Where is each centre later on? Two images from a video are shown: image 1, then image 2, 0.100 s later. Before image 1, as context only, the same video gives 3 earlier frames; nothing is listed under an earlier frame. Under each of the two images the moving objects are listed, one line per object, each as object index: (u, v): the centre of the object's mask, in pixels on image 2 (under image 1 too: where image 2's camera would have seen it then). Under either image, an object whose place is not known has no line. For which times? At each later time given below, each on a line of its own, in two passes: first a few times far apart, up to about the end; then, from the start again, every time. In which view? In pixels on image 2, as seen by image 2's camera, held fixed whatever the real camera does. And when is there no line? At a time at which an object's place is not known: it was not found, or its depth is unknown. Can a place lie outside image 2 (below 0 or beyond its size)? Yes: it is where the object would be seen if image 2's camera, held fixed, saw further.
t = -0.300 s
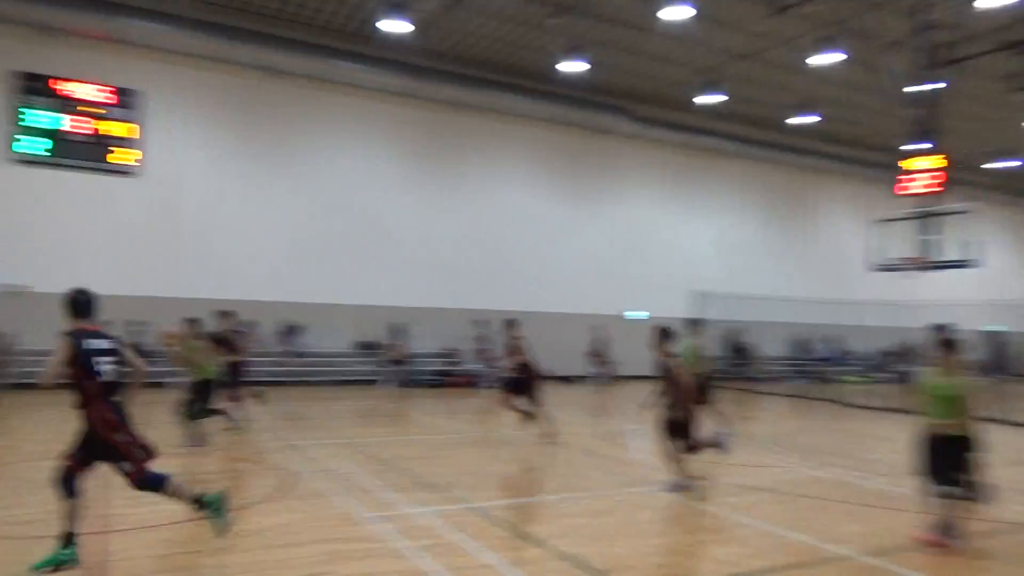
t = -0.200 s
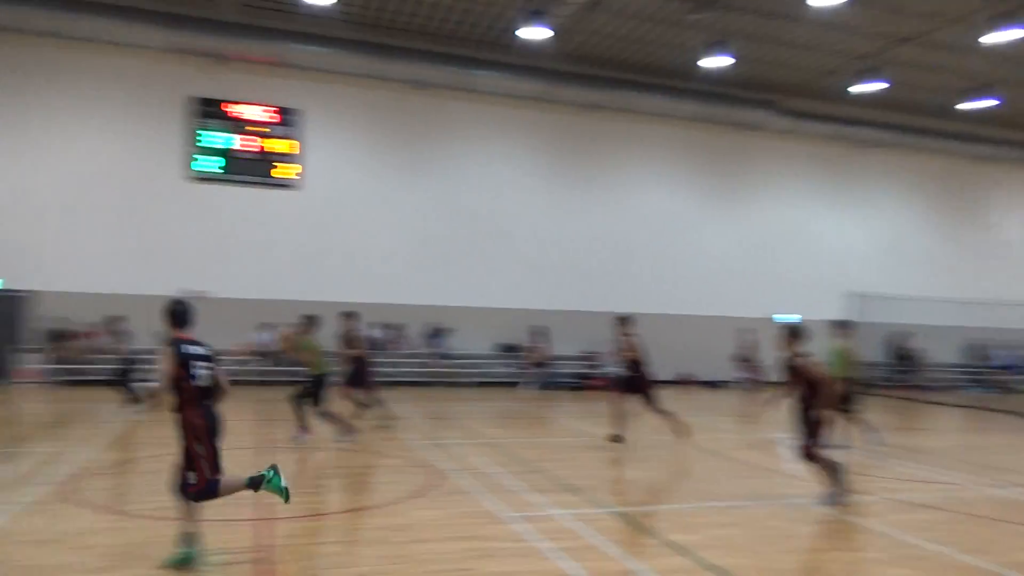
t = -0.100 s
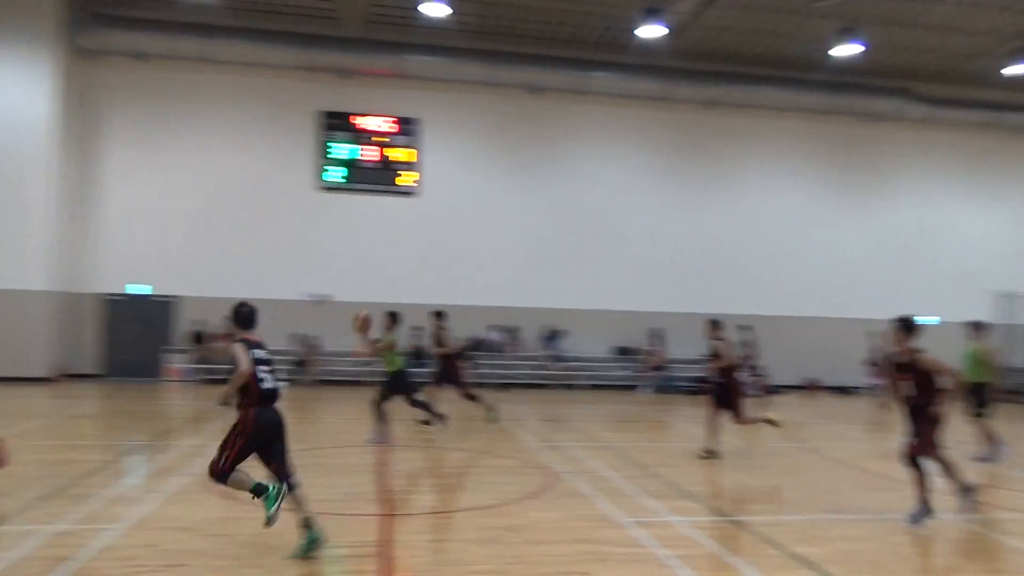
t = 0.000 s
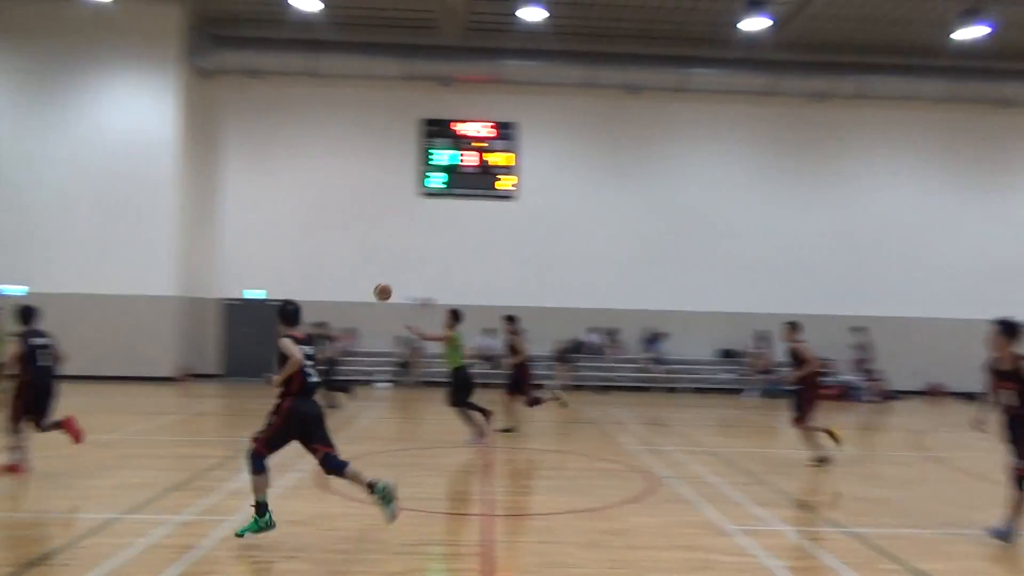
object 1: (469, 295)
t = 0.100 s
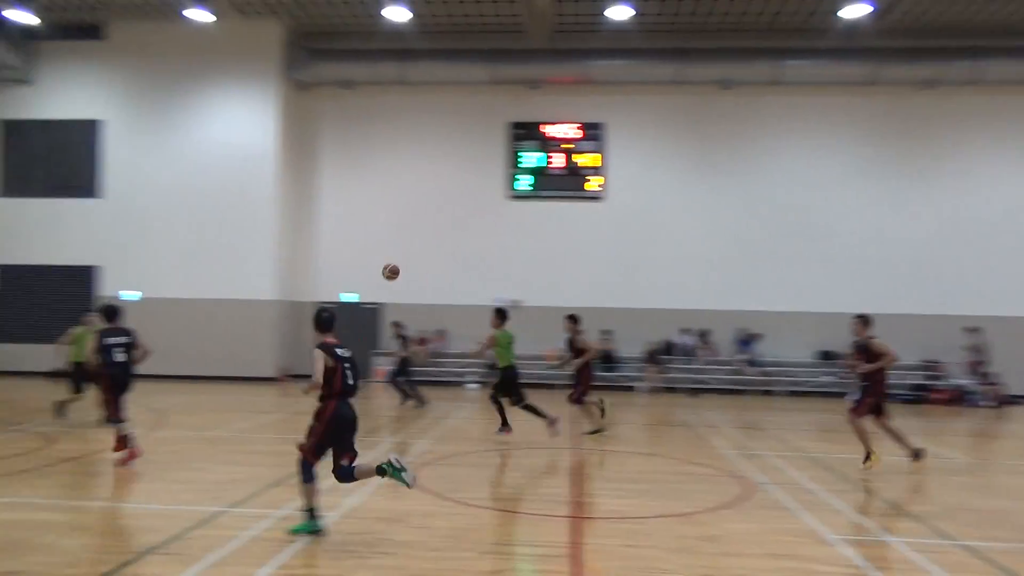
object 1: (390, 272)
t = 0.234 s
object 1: (290, 253)
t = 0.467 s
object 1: (123, 247)
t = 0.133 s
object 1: (365, 266)
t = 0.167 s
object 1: (340, 261)
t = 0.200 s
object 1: (314, 257)
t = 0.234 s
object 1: (290, 253)
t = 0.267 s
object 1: (265, 250)
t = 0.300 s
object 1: (241, 248)
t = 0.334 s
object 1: (217, 246)
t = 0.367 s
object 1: (193, 245)
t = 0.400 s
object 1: (169, 245)
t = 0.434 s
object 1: (146, 246)
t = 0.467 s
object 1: (123, 247)
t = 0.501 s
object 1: (99, 249)
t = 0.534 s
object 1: (76, 251)
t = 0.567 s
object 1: (53, 255)
